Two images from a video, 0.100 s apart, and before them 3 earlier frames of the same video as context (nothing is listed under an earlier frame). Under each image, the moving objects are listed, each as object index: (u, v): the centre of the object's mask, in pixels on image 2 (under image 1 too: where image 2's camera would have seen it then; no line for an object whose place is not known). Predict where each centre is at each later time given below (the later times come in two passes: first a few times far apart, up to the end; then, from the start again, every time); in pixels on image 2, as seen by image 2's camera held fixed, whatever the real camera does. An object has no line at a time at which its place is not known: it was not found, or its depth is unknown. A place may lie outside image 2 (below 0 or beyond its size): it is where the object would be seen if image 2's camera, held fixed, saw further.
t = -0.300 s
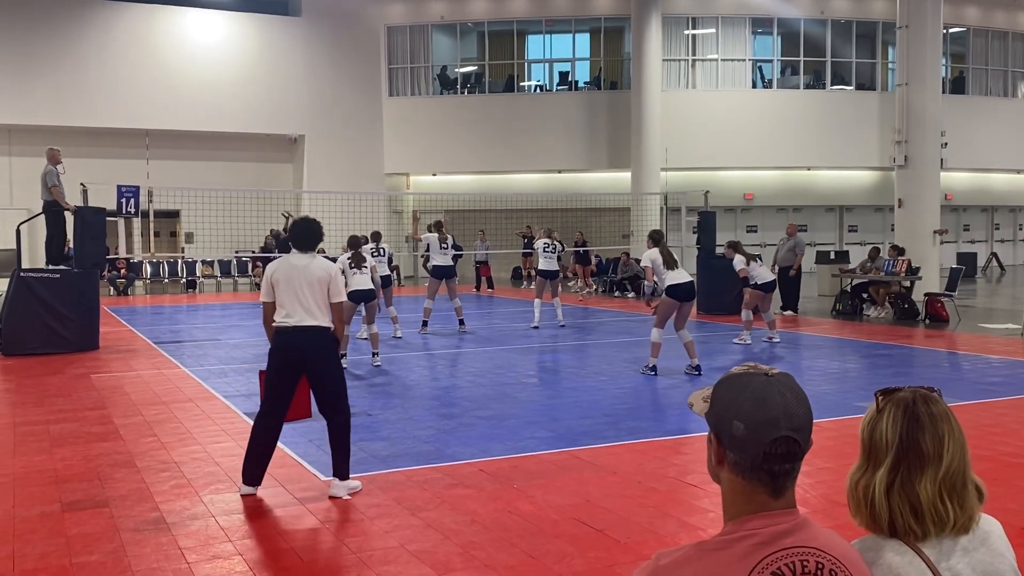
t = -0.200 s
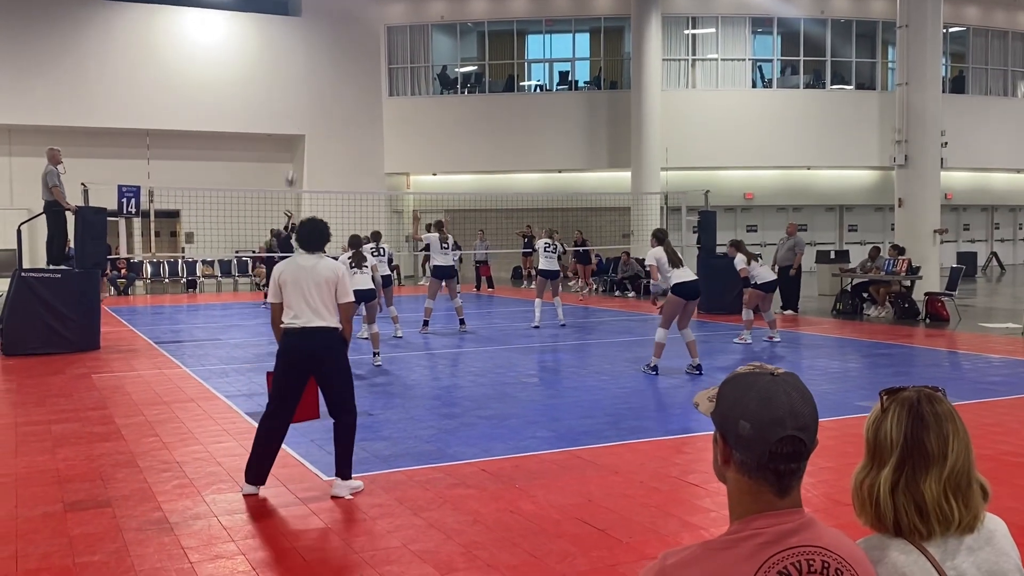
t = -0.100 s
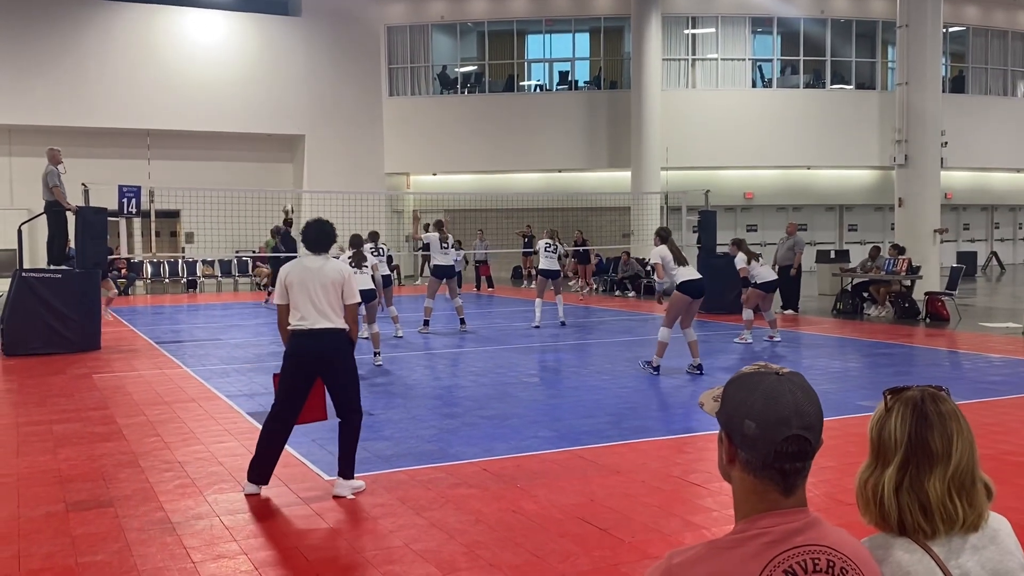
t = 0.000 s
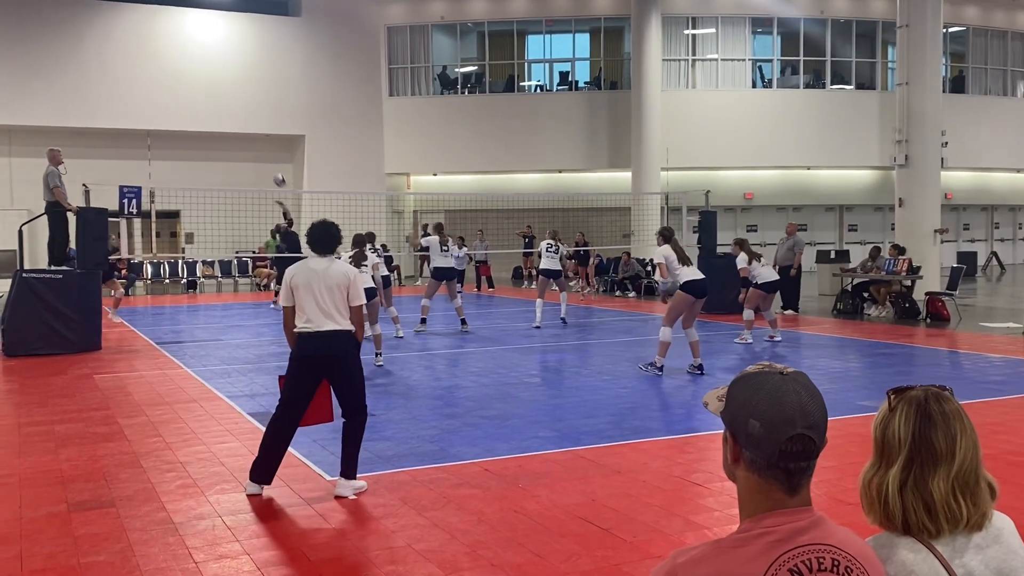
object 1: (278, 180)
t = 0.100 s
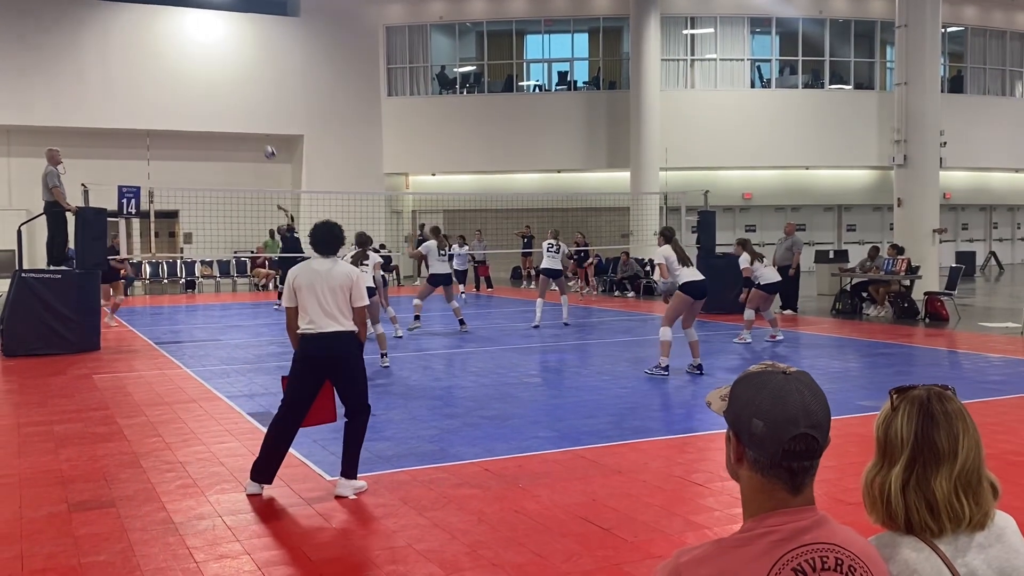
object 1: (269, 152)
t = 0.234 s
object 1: (258, 125)
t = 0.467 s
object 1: (238, 100)
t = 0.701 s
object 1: (219, 108)
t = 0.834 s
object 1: (208, 126)
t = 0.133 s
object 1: (267, 145)
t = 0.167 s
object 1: (264, 138)
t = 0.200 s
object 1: (261, 132)
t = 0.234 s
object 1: (258, 125)
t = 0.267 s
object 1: (255, 120)
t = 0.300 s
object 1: (252, 115)
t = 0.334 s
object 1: (249, 111)
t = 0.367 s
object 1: (246, 108)
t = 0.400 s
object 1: (243, 104)
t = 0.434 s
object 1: (241, 102)
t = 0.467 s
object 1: (238, 100)
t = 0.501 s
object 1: (235, 99)
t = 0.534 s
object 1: (232, 99)
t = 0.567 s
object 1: (230, 99)
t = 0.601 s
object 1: (227, 100)
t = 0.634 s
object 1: (224, 102)
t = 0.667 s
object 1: (222, 104)
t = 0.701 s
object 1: (219, 108)
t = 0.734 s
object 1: (216, 111)
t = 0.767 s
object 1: (214, 115)
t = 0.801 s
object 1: (211, 120)
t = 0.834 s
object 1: (208, 126)
